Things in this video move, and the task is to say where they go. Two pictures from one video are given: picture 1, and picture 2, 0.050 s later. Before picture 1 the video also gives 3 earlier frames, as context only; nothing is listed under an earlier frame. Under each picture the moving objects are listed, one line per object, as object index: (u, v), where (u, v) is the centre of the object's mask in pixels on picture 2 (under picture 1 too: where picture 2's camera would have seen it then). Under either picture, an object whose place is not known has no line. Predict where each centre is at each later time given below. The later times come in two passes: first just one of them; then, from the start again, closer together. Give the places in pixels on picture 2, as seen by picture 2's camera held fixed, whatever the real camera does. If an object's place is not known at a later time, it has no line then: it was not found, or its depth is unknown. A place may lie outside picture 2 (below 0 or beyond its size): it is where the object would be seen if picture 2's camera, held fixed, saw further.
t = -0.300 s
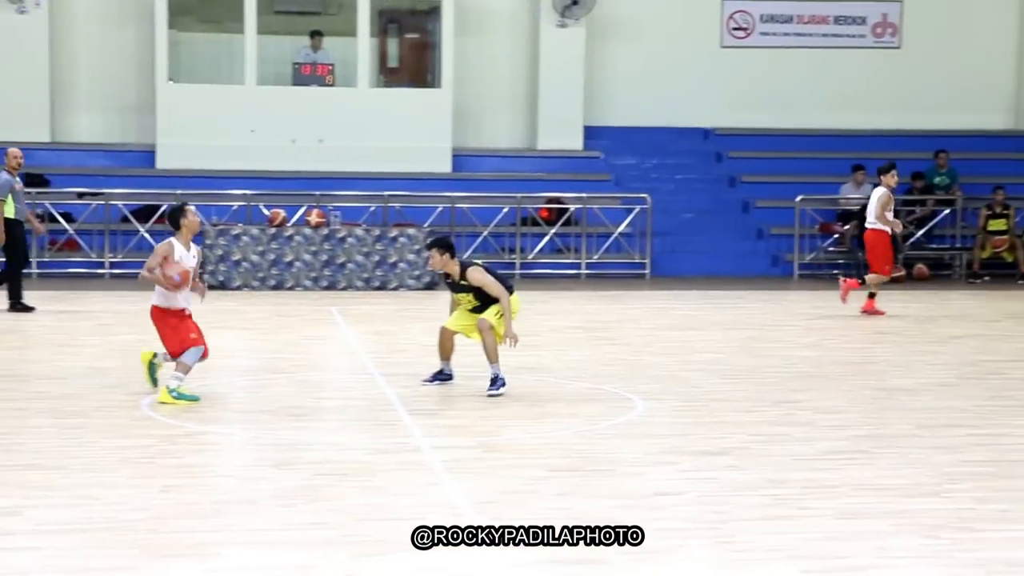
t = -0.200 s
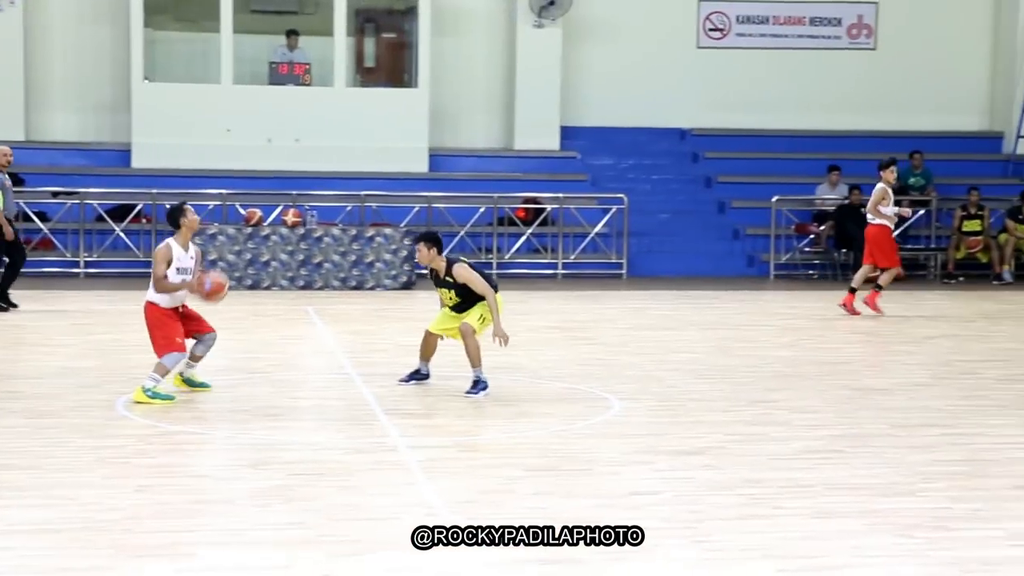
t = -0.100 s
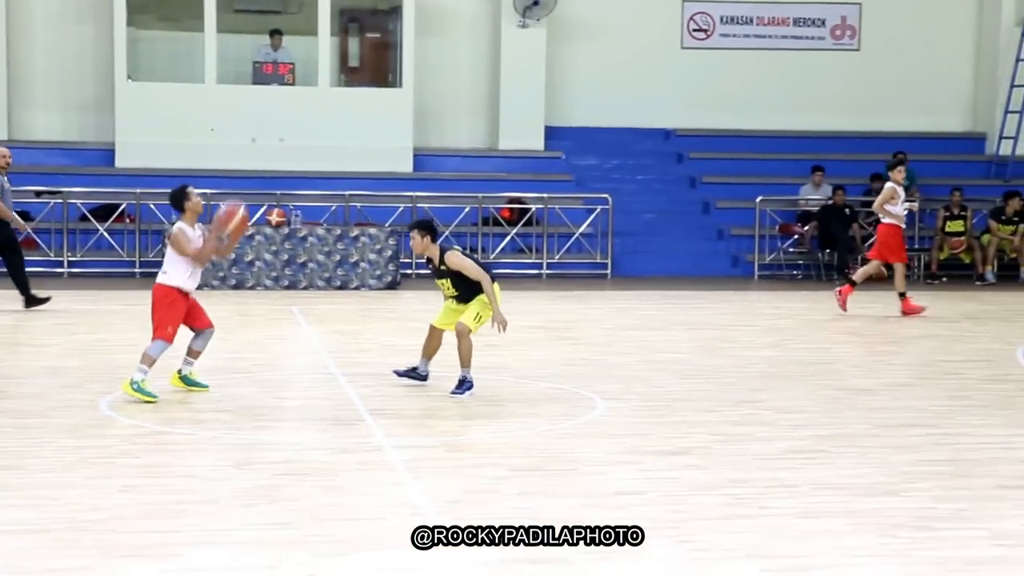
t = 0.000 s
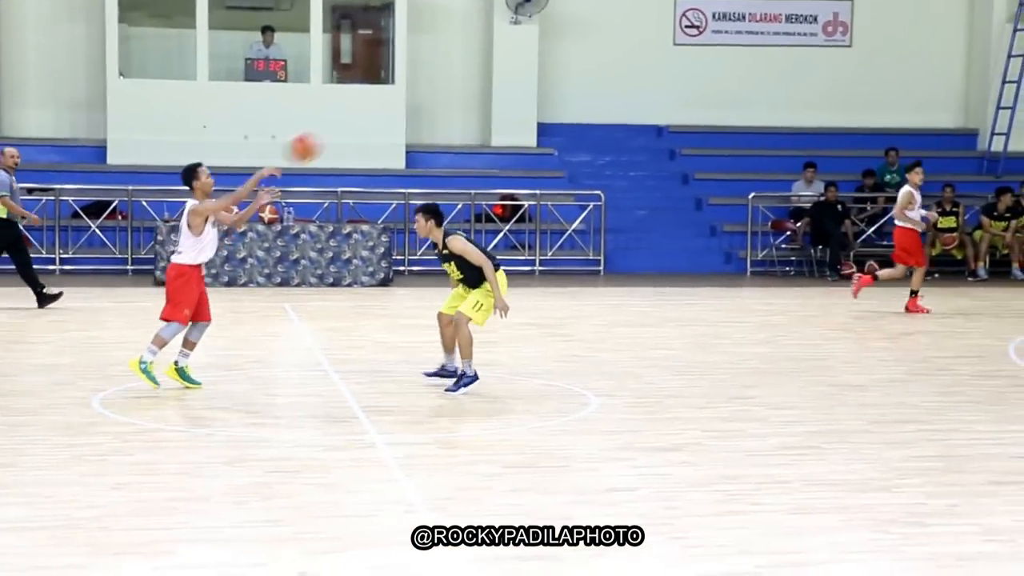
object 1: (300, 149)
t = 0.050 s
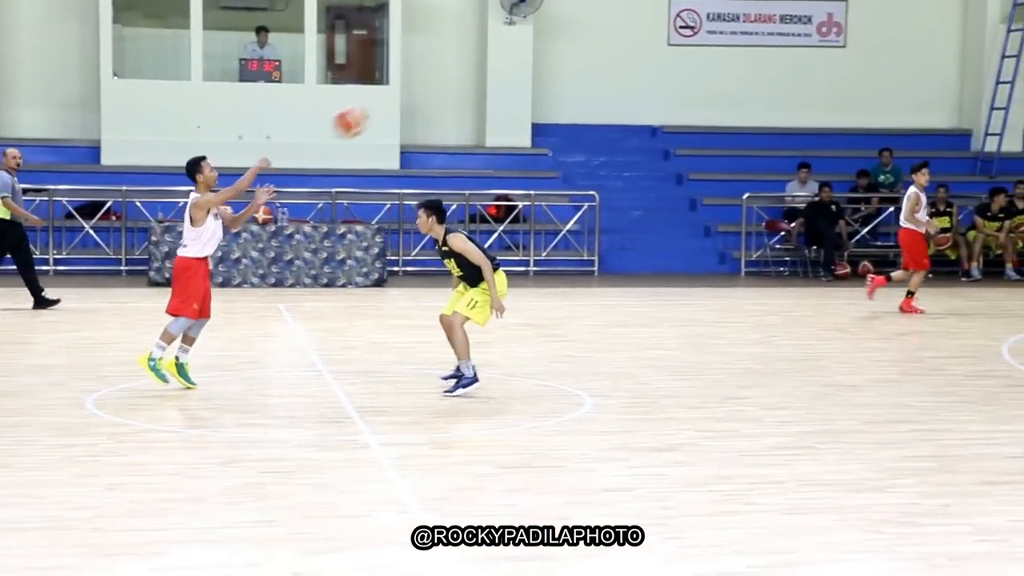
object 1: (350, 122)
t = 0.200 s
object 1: (492, 64)
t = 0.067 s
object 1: (367, 114)
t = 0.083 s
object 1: (383, 107)
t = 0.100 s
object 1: (399, 101)
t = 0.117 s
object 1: (416, 93)
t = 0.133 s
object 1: (431, 87)
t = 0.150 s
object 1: (447, 80)
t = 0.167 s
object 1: (463, 75)
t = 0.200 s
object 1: (492, 64)
